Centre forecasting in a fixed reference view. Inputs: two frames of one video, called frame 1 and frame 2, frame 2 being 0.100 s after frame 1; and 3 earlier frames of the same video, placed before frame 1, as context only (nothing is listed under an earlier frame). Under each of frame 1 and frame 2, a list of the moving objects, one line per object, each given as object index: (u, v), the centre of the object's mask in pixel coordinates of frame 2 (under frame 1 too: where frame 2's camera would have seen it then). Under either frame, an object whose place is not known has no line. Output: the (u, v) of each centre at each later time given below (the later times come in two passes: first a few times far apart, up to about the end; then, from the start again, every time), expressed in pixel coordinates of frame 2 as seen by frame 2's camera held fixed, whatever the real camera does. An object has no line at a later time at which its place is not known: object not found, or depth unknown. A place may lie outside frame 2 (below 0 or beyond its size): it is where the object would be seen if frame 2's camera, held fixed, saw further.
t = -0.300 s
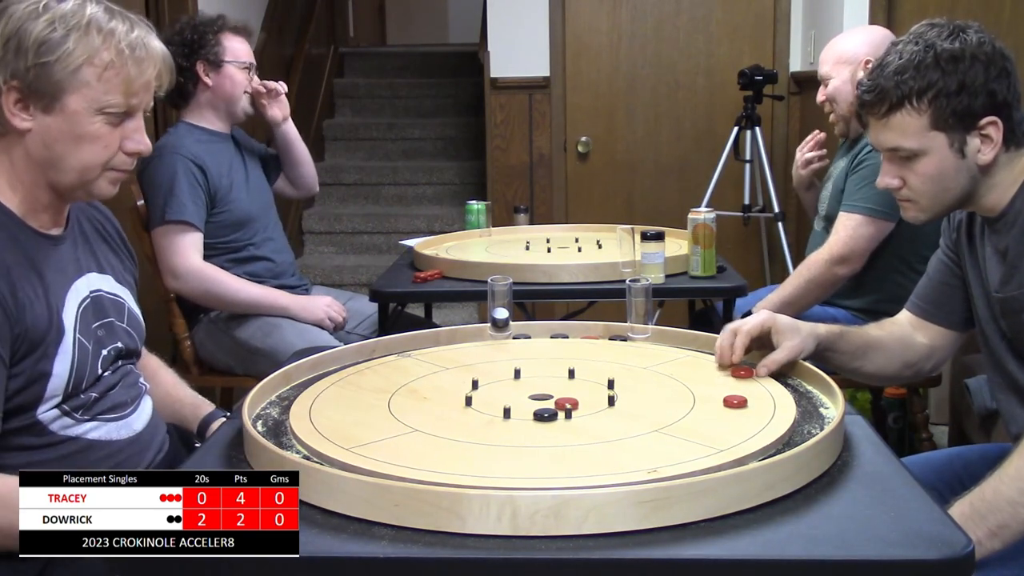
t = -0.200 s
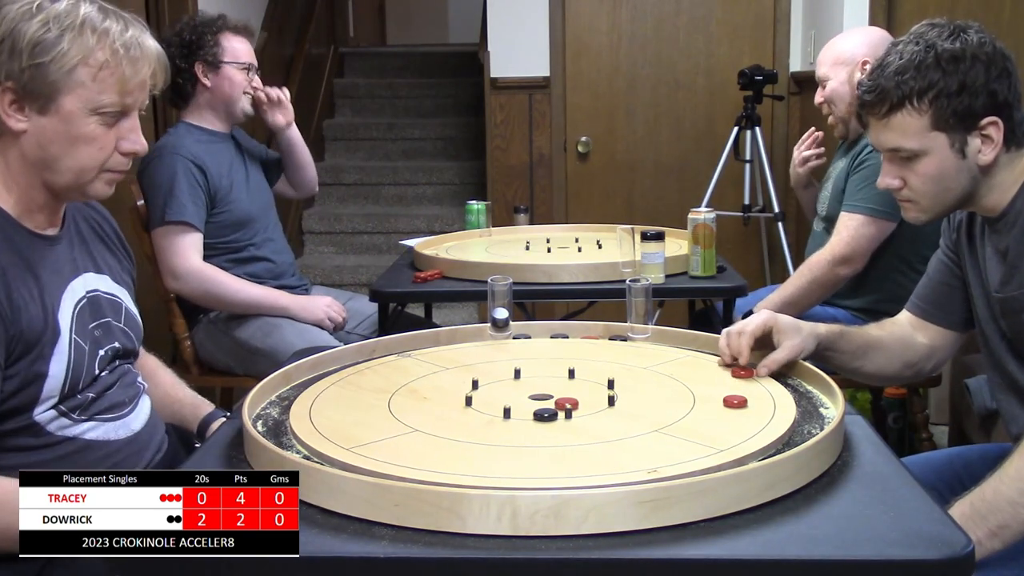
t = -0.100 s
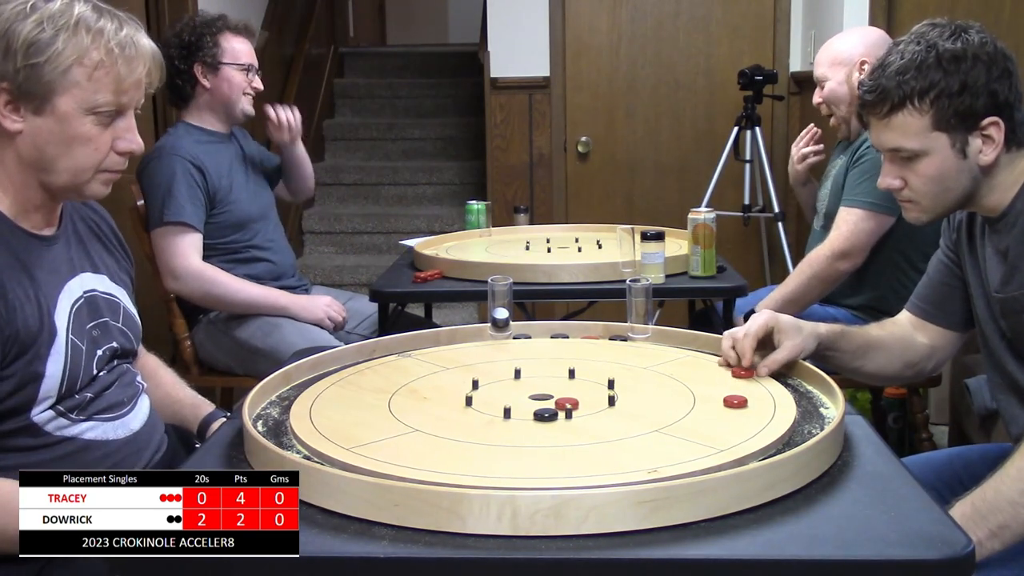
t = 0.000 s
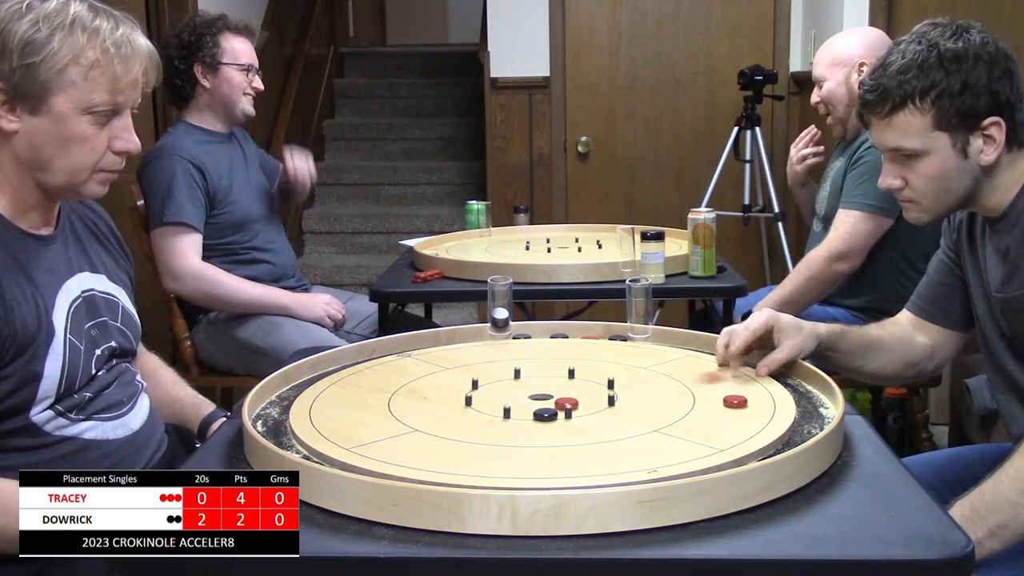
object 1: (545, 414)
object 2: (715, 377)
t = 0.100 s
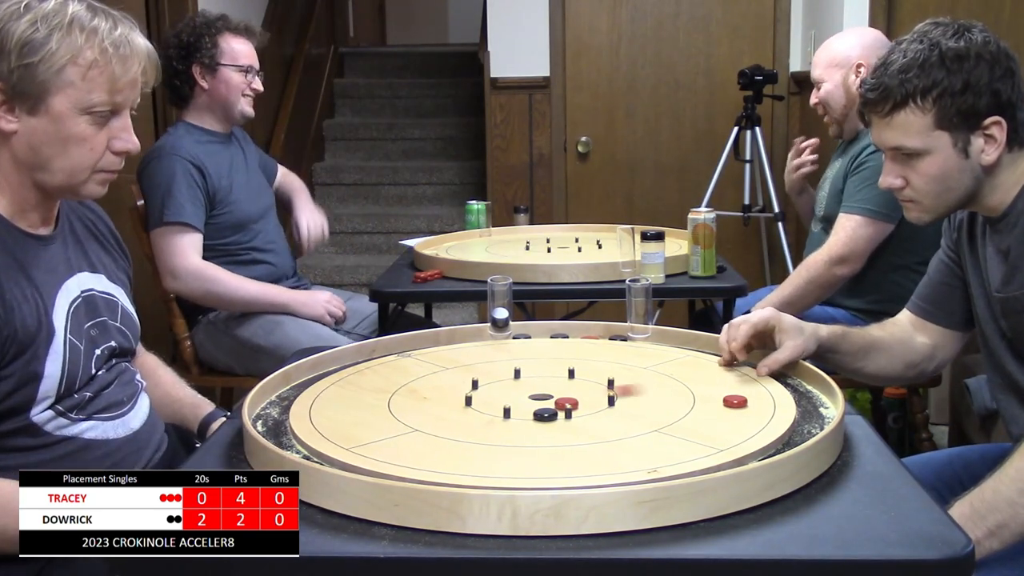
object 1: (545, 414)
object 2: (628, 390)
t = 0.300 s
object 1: (510, 435)
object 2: (538, 385)
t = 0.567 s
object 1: (452, 469)
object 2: (541, 396)
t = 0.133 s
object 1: (545, 414)
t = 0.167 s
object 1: (545, 414)
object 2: (572, 397)
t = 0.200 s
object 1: (538, 419)
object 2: (557, 395)
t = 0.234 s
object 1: (529, 424)
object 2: (541, 395)
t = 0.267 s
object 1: (519, 430)
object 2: (538, 388)
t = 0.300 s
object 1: (510, 435)
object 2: (538, 385)
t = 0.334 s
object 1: (501, 440)
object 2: (540, 387)
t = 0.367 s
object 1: (493, 446)
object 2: (539, 389)
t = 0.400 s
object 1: (485, 450)
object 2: (538, 393)
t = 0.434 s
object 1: (477, 455)
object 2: (538, 395)
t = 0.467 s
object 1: (470, 459)
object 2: (538, 395)
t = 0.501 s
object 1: (463, 463)
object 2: (540, 396)
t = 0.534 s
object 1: (457, 466)
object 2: (541, 395)
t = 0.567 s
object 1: (452, 469)
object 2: (541, 396)
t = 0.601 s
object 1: (447, 472)
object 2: (541, 395)
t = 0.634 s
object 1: (443, 475)
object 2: (541, 396)
